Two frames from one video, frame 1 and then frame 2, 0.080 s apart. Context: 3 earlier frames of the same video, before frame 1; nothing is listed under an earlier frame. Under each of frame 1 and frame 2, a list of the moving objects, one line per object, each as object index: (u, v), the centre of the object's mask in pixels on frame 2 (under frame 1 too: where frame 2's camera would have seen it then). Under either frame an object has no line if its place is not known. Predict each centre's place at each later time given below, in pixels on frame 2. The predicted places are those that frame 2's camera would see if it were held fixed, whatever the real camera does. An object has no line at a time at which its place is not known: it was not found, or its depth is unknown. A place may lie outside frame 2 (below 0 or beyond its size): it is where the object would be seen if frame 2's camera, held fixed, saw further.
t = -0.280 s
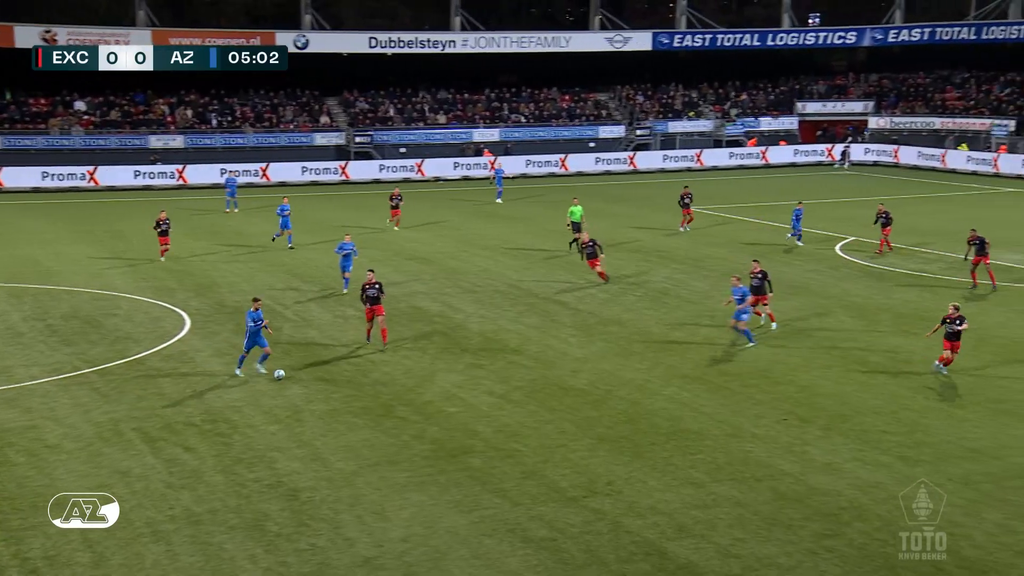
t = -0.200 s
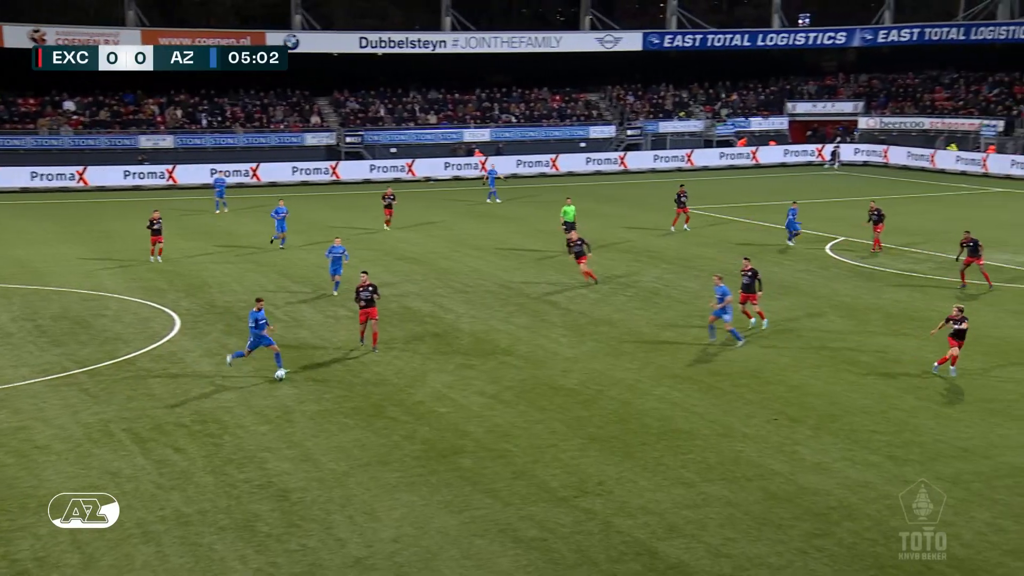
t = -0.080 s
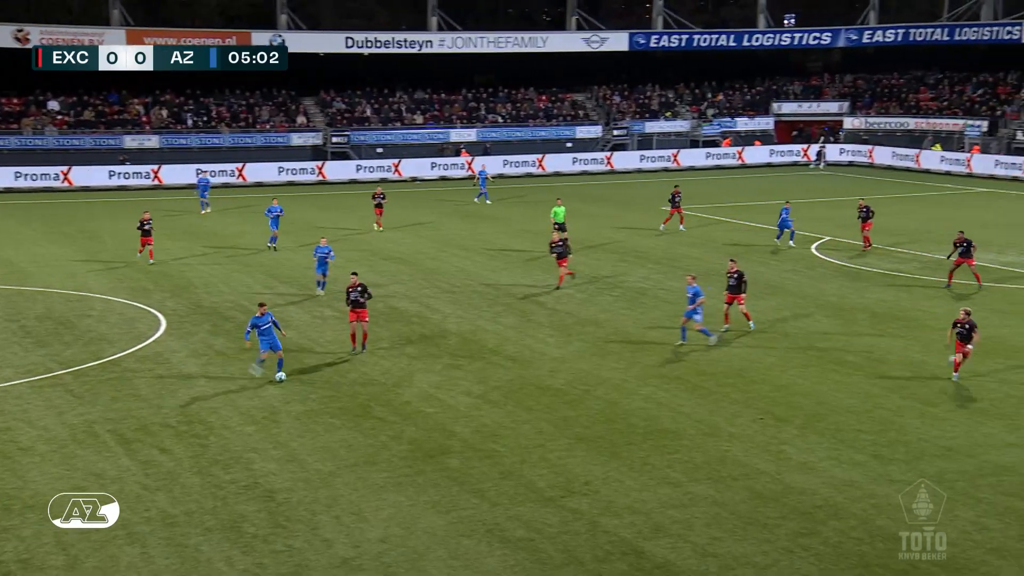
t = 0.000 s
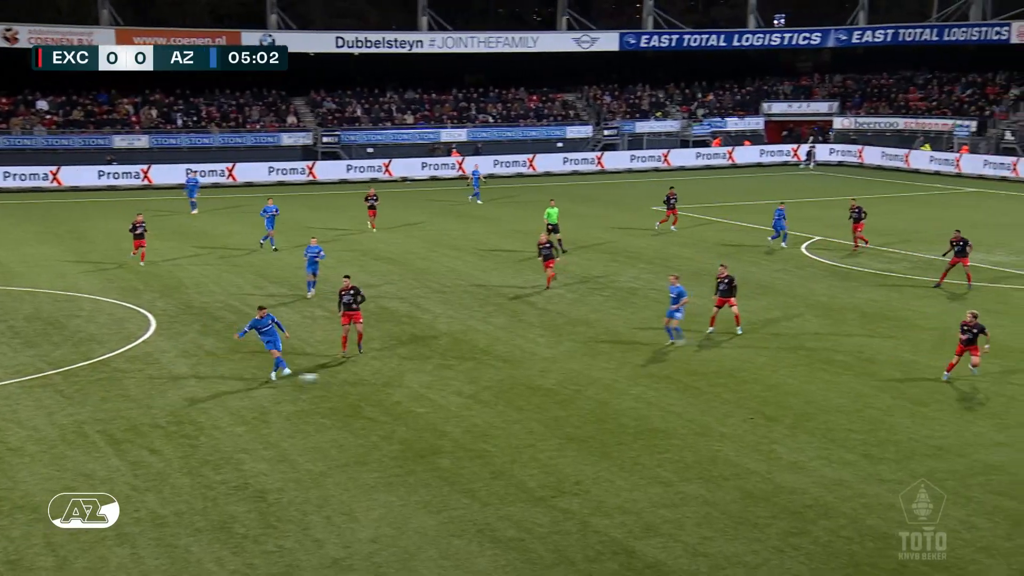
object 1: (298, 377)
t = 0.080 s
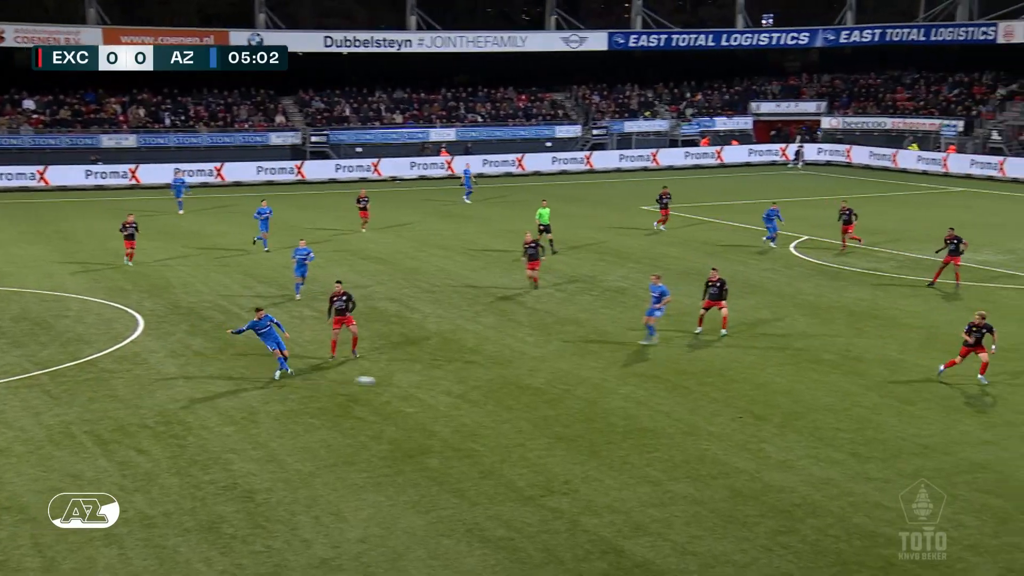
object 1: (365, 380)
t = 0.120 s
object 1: (399, 383)
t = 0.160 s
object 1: (433, 387)
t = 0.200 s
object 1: (469, 391)
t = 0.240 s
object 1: (504, 395)
